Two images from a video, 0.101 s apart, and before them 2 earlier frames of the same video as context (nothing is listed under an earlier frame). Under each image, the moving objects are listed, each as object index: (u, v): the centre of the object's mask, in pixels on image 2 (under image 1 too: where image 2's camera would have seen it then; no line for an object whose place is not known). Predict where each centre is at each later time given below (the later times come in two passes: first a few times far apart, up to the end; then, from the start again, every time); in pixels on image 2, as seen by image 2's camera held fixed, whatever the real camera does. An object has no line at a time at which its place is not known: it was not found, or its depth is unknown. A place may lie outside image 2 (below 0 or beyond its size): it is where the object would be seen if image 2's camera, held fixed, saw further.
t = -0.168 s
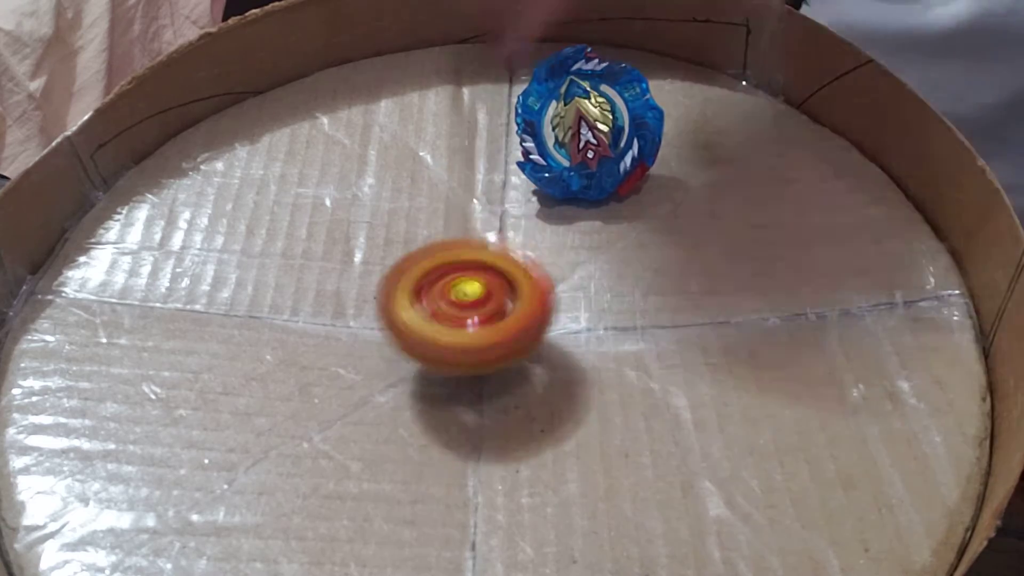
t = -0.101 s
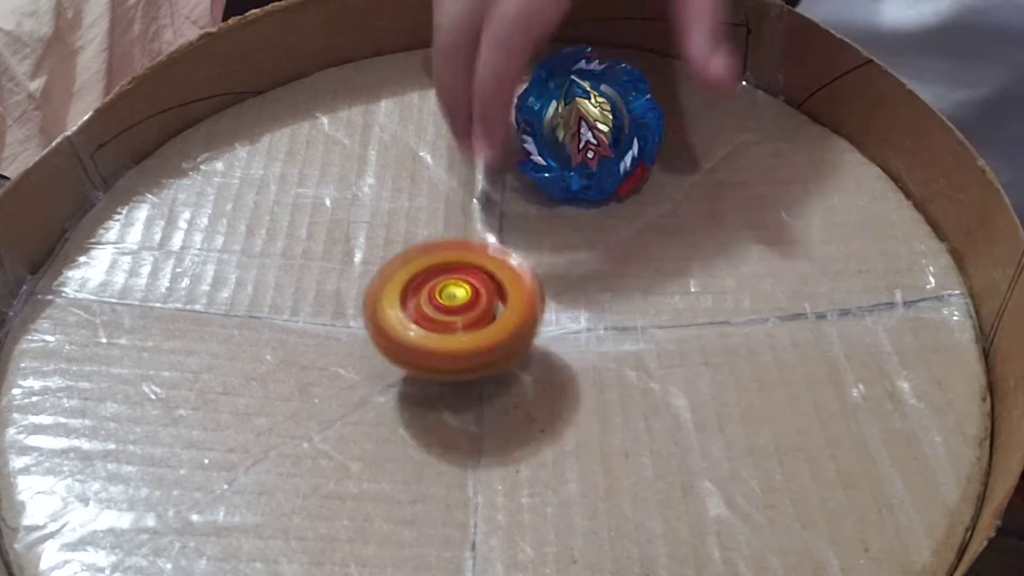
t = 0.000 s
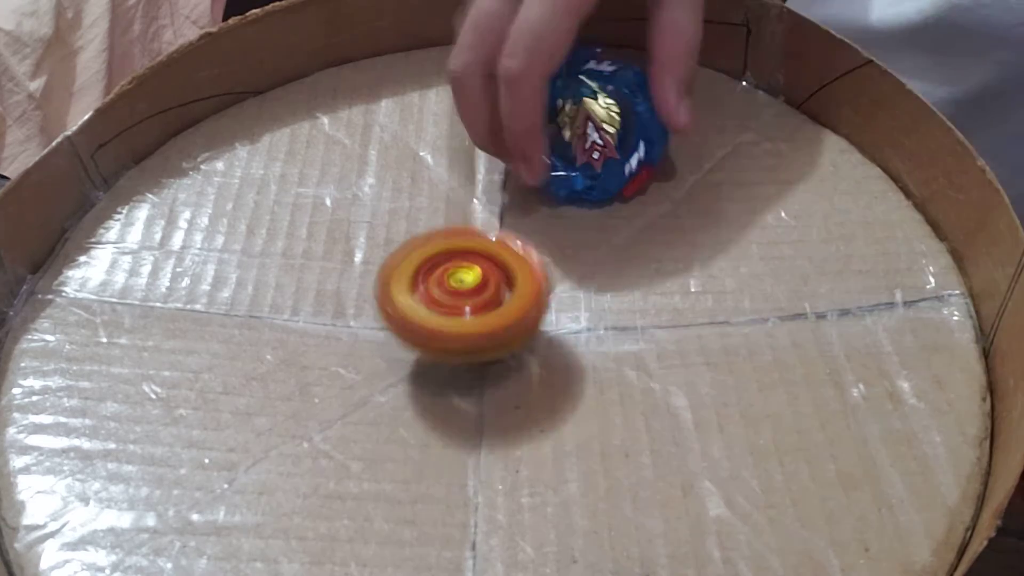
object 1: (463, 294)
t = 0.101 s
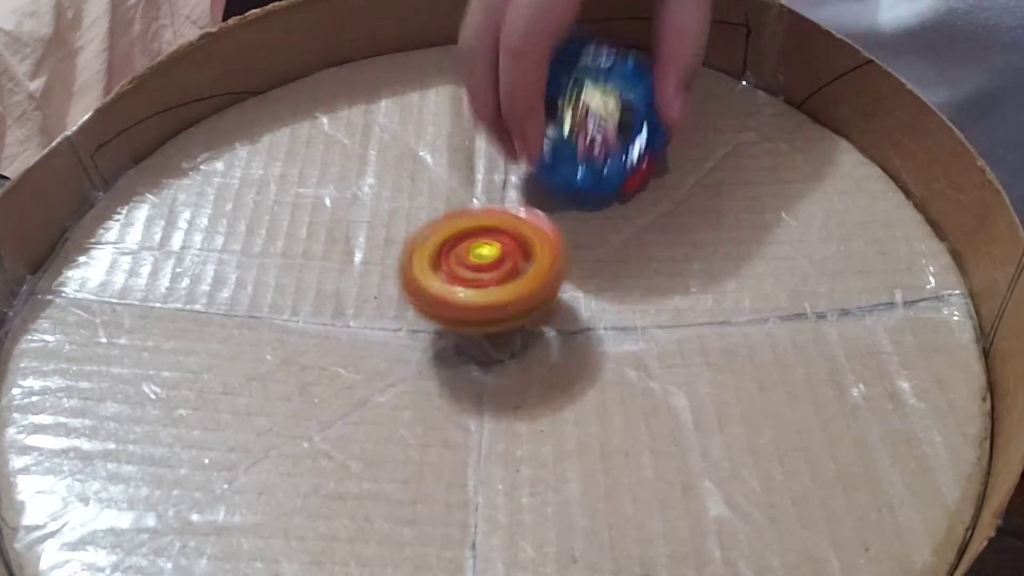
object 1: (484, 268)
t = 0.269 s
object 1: (546, 273)
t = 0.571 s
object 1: (482, 269)
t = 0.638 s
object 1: (487, 255)
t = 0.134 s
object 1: (497, 265)
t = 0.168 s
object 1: (508, 265)
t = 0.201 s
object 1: (521, 266)
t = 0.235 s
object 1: (535, 268)
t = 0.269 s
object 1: (546, 273)
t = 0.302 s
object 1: (554, 278)
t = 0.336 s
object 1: (554, 285)
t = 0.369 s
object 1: (549, 292)
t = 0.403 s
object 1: (539, 293)
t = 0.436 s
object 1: (526, 293)
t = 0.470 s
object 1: (512, 291)
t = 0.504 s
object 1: (498, 286)
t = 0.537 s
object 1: (489, 280)
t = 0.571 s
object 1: (482, 269)
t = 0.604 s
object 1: (484, 263)
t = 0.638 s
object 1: (487, 255)
